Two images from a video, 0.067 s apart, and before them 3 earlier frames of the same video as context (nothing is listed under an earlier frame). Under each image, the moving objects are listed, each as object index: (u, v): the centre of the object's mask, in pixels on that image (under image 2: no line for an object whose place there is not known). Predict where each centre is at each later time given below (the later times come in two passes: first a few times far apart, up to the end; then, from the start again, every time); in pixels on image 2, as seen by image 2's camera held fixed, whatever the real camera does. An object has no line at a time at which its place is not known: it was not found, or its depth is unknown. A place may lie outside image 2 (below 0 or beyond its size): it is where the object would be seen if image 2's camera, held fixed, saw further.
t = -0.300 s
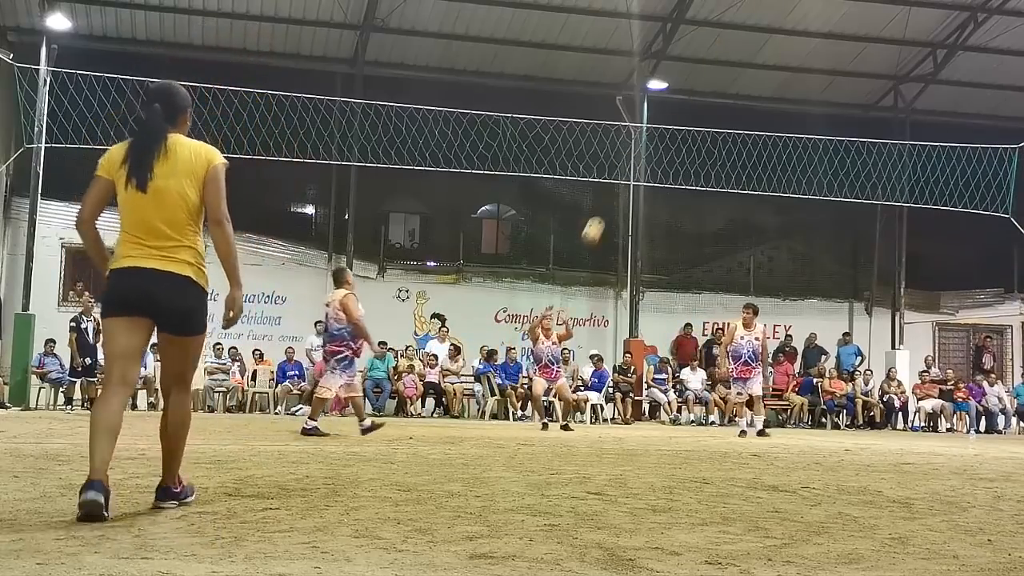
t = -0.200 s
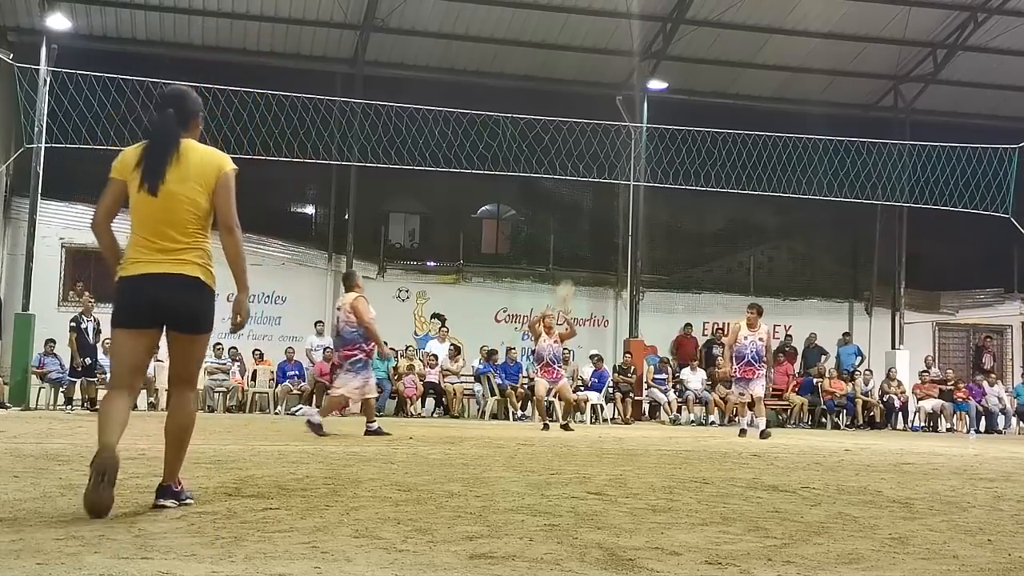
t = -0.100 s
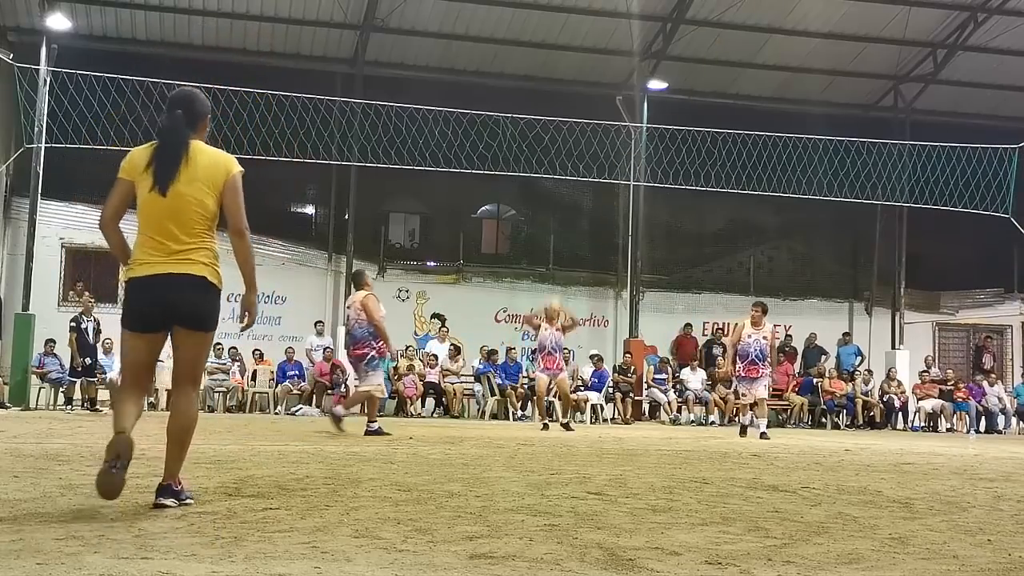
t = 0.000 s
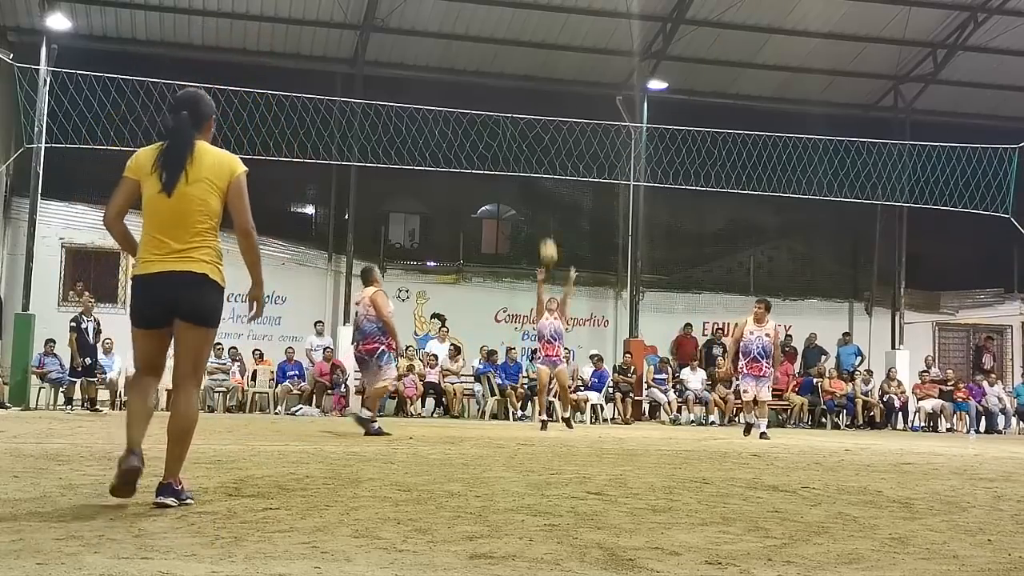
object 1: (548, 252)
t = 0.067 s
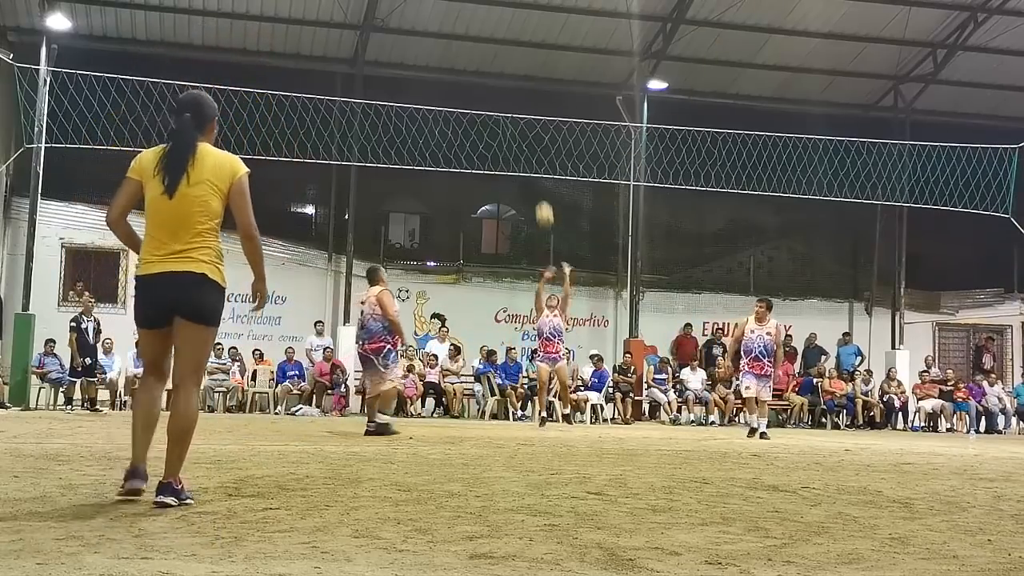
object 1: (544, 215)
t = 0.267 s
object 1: (530, 120)
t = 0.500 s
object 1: (510, 45)
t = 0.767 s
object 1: (484, 9)
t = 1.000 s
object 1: (456, 28)
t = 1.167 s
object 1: (434, 75)
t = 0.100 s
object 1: (542, 197)
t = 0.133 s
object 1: (540, 180)
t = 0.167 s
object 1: (537, 163)
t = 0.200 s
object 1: (535, 149)
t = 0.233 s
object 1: (532, 134)
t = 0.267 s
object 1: (530, 120)
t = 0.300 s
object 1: (527, 106)
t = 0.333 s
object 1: (524, 94)
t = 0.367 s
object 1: (522, 83)
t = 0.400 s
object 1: (519, 73)
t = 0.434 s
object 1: (516, 64)
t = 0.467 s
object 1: (513, 53)
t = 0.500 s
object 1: (510, 45)
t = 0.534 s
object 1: (507, 38)
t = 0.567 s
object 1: (504, 31)
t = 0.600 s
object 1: (501, 25)
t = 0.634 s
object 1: (498, 20)
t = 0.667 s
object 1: (494, 16)
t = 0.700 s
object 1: (491, 12)
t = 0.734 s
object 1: (487, 10)
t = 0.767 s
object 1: (484, 9)
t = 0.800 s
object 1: (480, 9)
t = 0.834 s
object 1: (476, 9)
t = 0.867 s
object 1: (473, 10)
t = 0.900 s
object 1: (469, 13)
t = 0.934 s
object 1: (464, 17)
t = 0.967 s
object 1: (460, 21)
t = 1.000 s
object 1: (456, 28)
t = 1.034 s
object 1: (452, 34)
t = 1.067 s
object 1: (448, 43)
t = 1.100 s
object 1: (443, 51)
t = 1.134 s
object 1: (438, 62)
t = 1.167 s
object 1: (434, 75)
